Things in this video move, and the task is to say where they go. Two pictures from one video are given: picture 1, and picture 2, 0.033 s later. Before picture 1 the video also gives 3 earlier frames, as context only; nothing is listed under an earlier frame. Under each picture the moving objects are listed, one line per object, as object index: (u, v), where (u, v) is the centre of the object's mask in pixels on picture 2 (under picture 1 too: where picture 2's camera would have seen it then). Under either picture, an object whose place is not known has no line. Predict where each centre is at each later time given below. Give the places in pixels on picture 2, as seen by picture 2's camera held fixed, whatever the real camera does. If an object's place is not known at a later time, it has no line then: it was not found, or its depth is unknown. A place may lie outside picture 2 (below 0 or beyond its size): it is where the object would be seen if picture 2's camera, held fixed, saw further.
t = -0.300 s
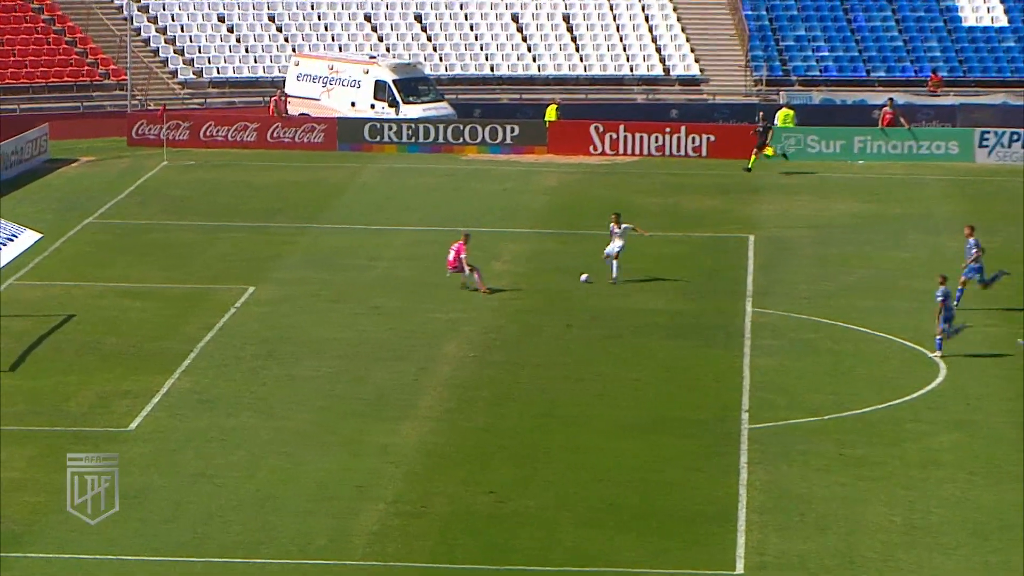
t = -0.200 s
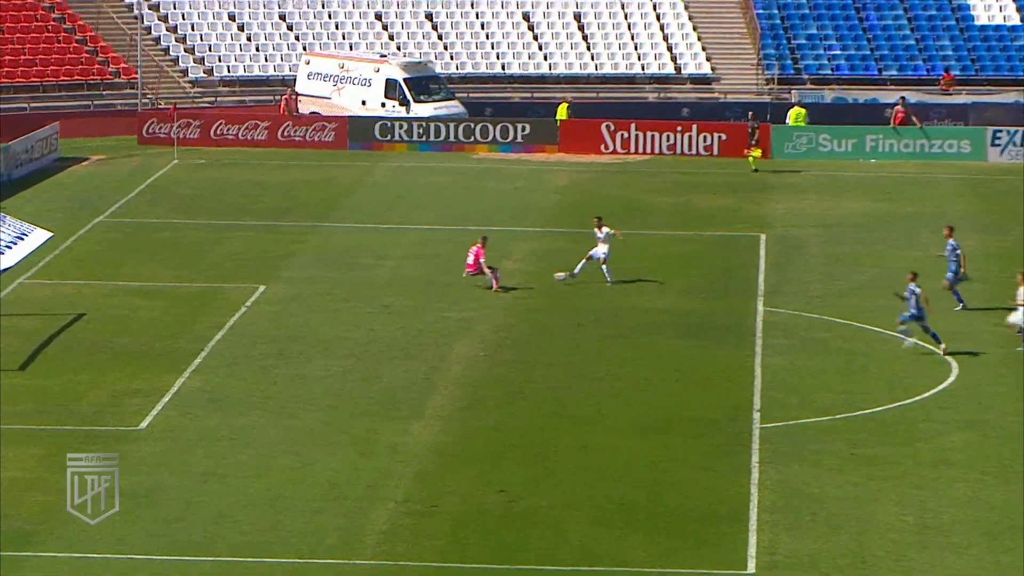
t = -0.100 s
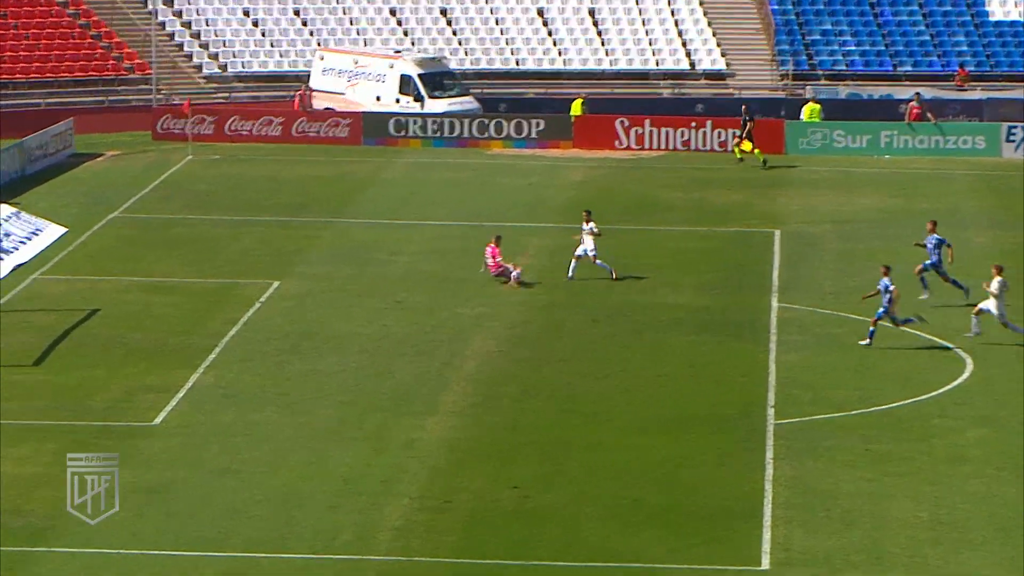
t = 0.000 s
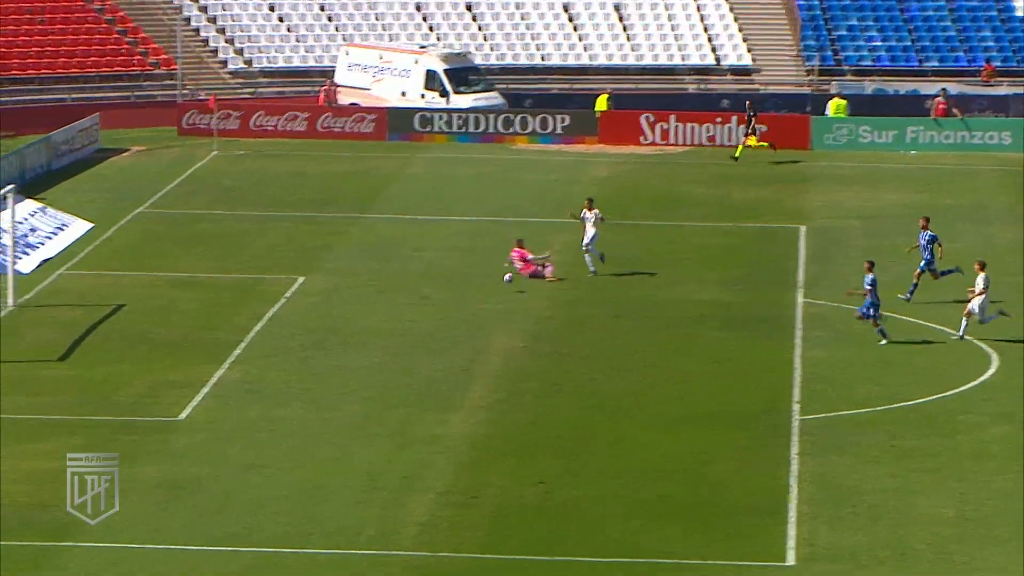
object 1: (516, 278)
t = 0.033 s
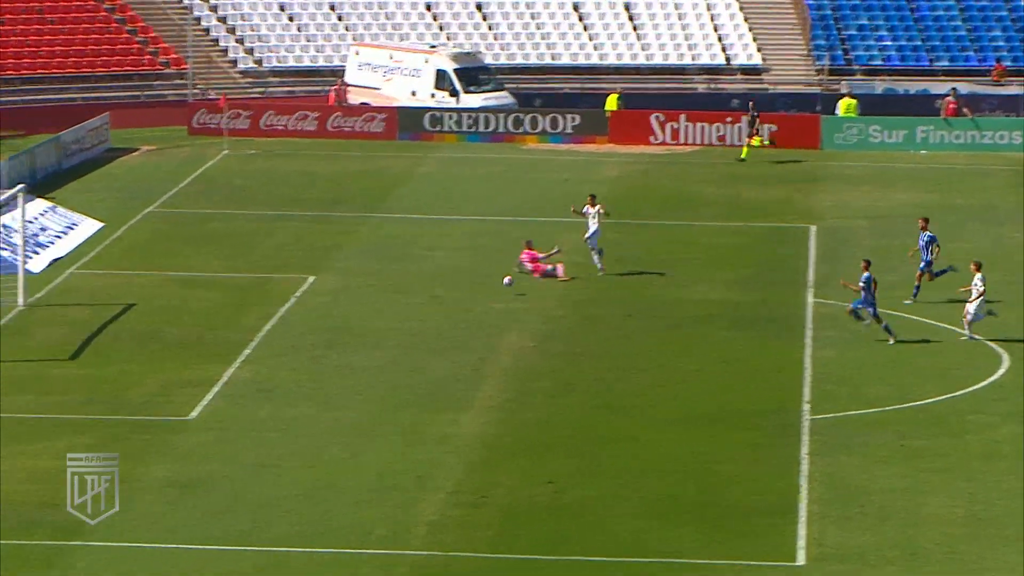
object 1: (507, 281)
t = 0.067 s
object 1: (498, 285)
